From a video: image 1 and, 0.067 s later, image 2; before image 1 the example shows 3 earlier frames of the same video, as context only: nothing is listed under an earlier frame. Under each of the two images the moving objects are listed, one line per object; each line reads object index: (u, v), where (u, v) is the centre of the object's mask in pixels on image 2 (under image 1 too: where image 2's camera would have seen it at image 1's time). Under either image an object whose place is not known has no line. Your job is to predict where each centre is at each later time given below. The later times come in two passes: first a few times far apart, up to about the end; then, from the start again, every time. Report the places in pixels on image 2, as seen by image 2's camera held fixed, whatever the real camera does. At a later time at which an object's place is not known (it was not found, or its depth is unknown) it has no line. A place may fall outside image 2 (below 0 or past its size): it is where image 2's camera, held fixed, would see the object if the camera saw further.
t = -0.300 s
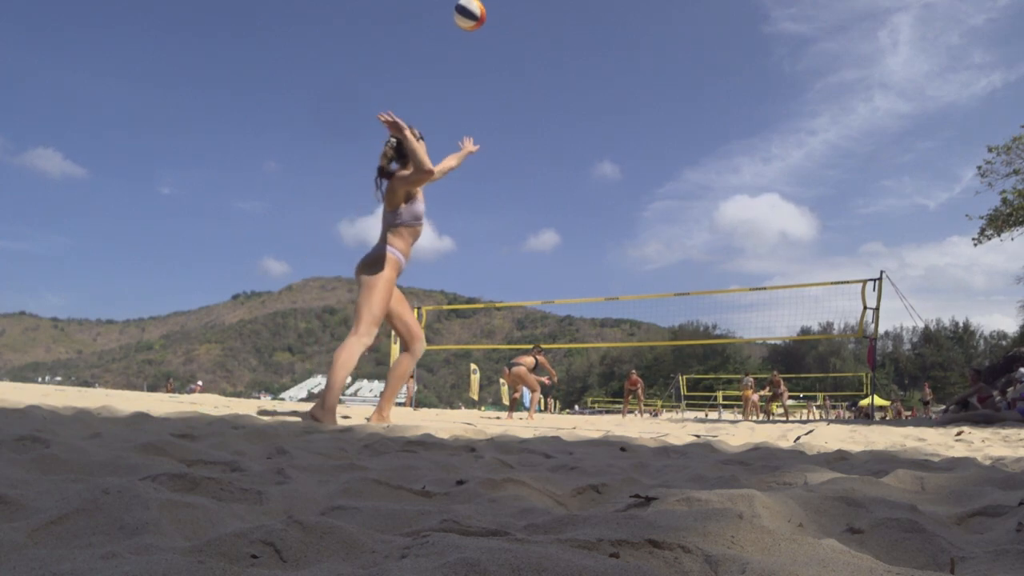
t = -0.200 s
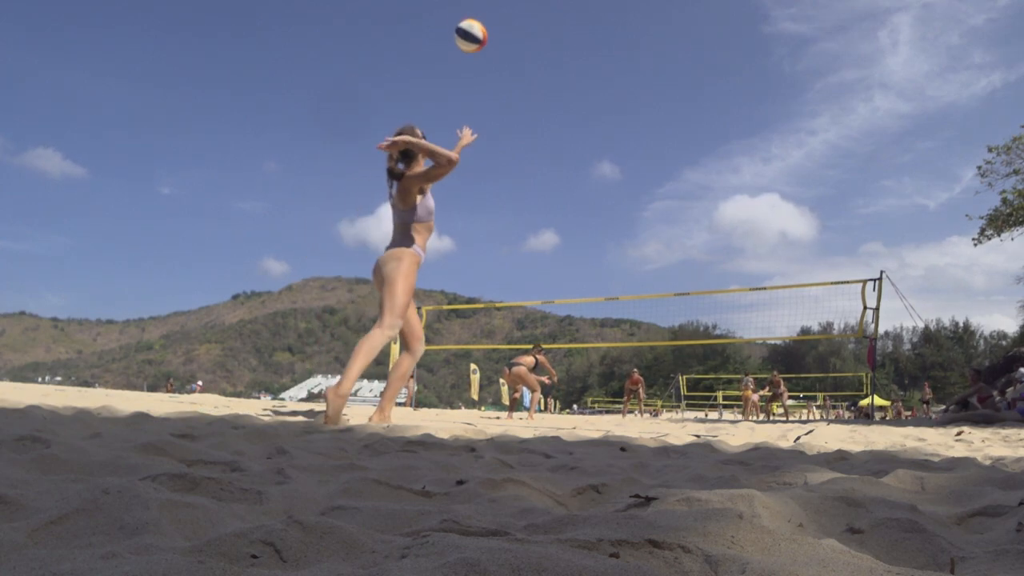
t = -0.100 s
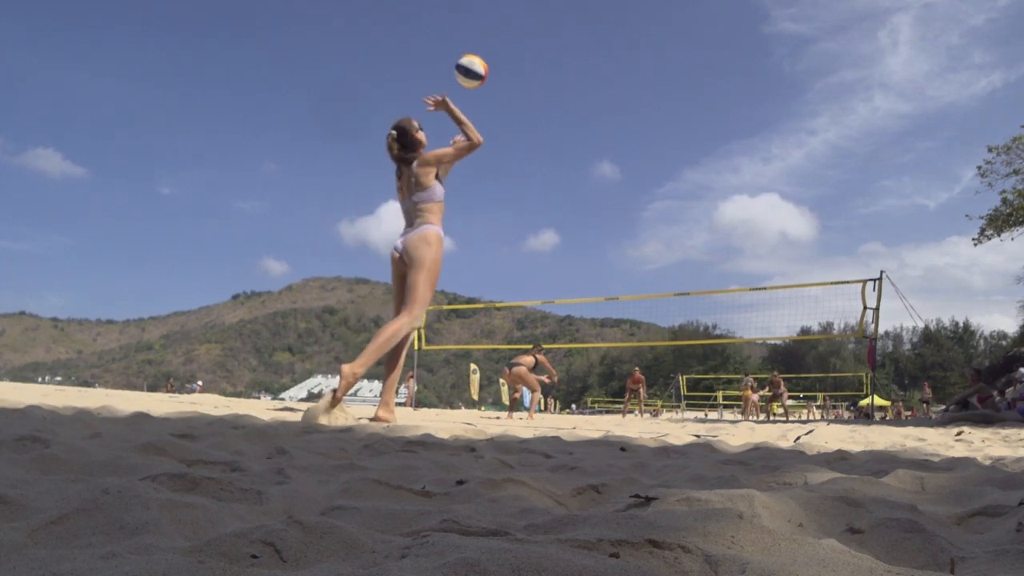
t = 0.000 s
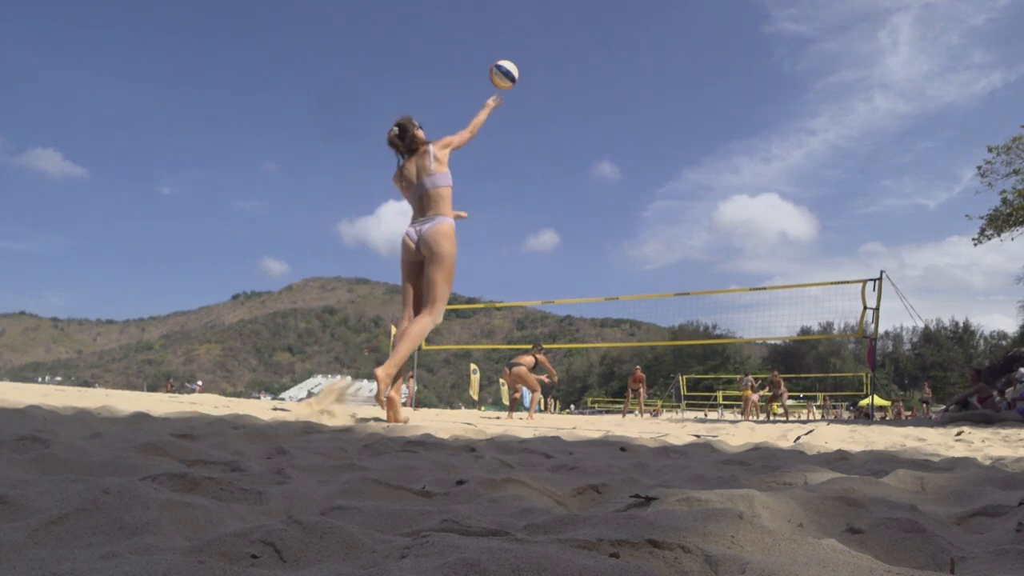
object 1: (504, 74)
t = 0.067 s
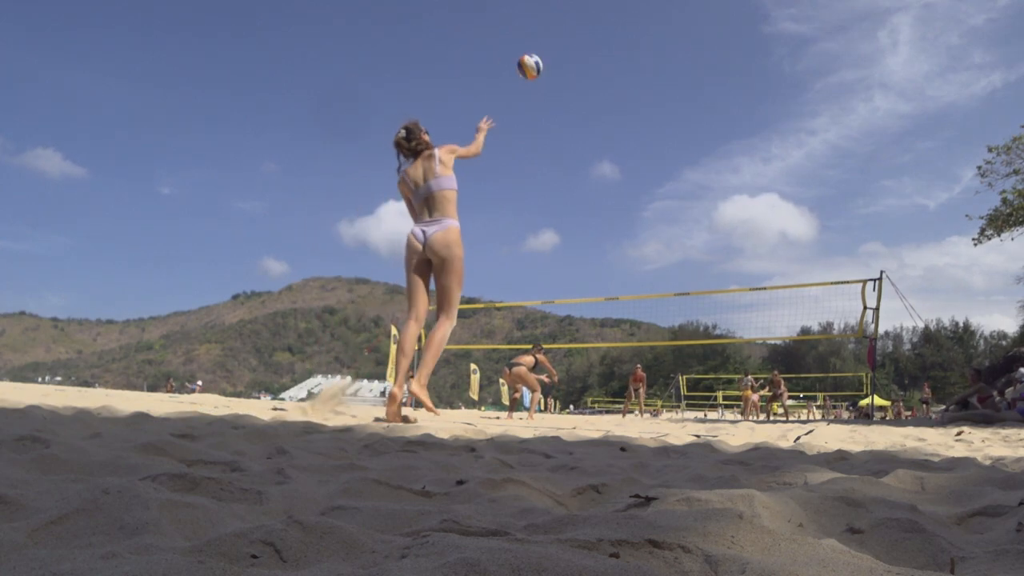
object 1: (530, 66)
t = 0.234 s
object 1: (566, 67)
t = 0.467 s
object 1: (589, 92)
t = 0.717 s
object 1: (603, 140)
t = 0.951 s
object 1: (610, 198)
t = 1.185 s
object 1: (616, 266)
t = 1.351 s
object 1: (619, 320)
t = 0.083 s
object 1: (535, 65)
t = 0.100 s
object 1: (539, 65)
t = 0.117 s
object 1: (543, 64)
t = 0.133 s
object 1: (548, 64)
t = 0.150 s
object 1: (551, 64)
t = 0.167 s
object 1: (555, 64)
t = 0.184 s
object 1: (558, 65)
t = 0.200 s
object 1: (561, 65)
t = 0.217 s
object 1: (563, 66)
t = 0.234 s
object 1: (566, 67)
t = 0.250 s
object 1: (568, 68)
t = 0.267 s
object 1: (570, 69)
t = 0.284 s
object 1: (572, 71)
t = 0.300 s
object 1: (574, 72)
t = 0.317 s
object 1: (576, 74)
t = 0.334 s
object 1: (578, 75)
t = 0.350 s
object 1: (580, 77)
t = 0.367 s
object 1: (581, 79)
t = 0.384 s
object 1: (583, 81)
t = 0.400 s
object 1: (584, 83)
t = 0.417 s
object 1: (585, 85)
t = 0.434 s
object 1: (587, 87)
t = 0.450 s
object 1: (588, 90)
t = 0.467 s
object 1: (589, 92)
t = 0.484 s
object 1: (590, 95)
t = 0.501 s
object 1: (592, 97)
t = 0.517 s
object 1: (593, 100)
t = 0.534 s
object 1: (594, 104)
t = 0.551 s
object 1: (595, 107)
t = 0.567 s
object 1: (595, 110)
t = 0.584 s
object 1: (596, 113)
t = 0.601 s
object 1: (597, 116)
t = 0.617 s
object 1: (598, 120)
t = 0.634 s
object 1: (600, 123)
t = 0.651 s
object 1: (600, 126)
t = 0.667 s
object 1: (601, 130)
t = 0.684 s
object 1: (601, 133)
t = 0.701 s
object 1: (602, 137)
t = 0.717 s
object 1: (603, 140)
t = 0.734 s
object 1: (603, 144)
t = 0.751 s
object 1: (604, 148)
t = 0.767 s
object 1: (604, 152)
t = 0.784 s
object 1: (605, 156)
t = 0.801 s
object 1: (606, 160)
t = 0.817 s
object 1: (607, 164)
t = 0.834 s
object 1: (607, 168)
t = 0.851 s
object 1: (607, 172)
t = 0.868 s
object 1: (608, 177)
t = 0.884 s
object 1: (608, 181)
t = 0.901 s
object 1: (609, 185)
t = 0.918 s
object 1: (609, 189)
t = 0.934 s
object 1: (610, 194)
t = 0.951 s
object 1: (610, 198)
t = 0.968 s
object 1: (610, 203)
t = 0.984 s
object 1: (611, 207)
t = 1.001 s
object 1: (611, 212)
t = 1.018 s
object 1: (612, 216)
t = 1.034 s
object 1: (612, 221)
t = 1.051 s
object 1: (613, 226)
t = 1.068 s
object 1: (613, 231)
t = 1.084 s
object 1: (614, 235)
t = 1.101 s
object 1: (614, 240)
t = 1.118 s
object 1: (614, 245)
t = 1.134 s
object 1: (615, 250)
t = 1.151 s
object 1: (615, 255)
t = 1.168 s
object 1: (616, 260)
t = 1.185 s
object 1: (616, 266)
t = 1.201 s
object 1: (616, 271)
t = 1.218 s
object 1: (617, 276)
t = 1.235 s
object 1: (617, 281)
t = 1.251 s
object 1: (618, 287)
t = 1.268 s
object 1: (618, 292)
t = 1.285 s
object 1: (618, 297)
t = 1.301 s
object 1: (619, 303)
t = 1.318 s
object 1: (619, 308)
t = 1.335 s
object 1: (619, 314)
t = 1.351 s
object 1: (619, 320)
